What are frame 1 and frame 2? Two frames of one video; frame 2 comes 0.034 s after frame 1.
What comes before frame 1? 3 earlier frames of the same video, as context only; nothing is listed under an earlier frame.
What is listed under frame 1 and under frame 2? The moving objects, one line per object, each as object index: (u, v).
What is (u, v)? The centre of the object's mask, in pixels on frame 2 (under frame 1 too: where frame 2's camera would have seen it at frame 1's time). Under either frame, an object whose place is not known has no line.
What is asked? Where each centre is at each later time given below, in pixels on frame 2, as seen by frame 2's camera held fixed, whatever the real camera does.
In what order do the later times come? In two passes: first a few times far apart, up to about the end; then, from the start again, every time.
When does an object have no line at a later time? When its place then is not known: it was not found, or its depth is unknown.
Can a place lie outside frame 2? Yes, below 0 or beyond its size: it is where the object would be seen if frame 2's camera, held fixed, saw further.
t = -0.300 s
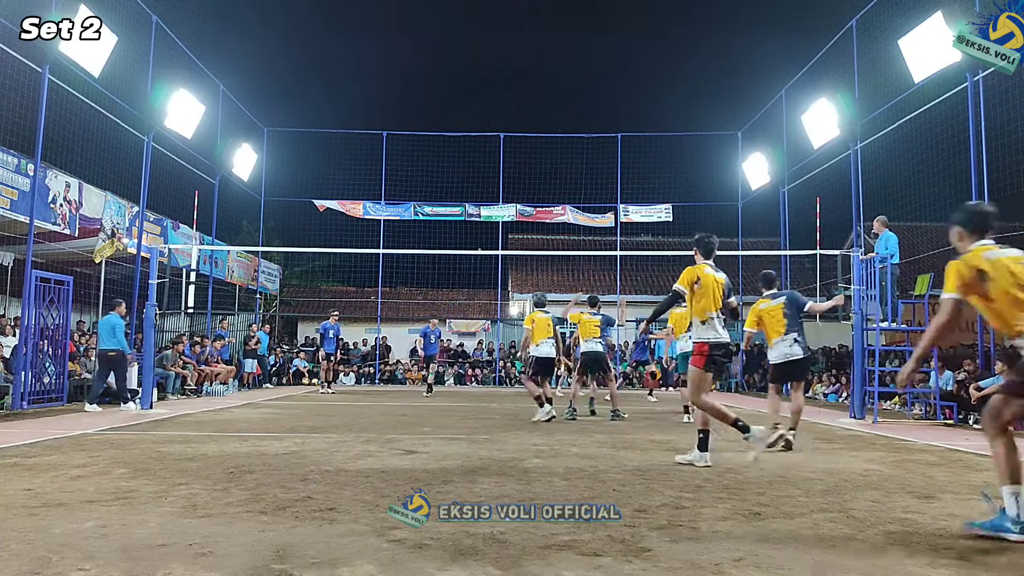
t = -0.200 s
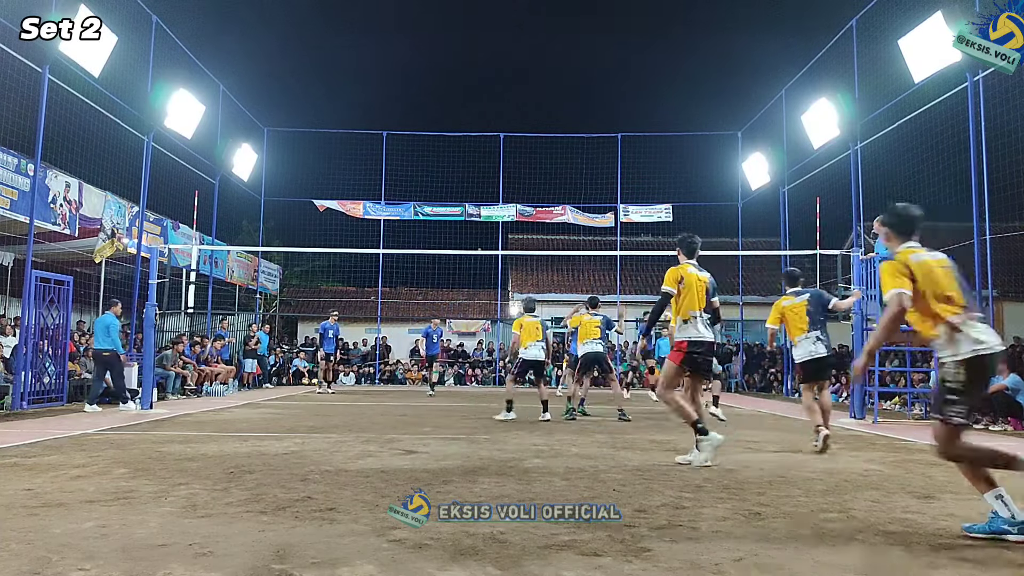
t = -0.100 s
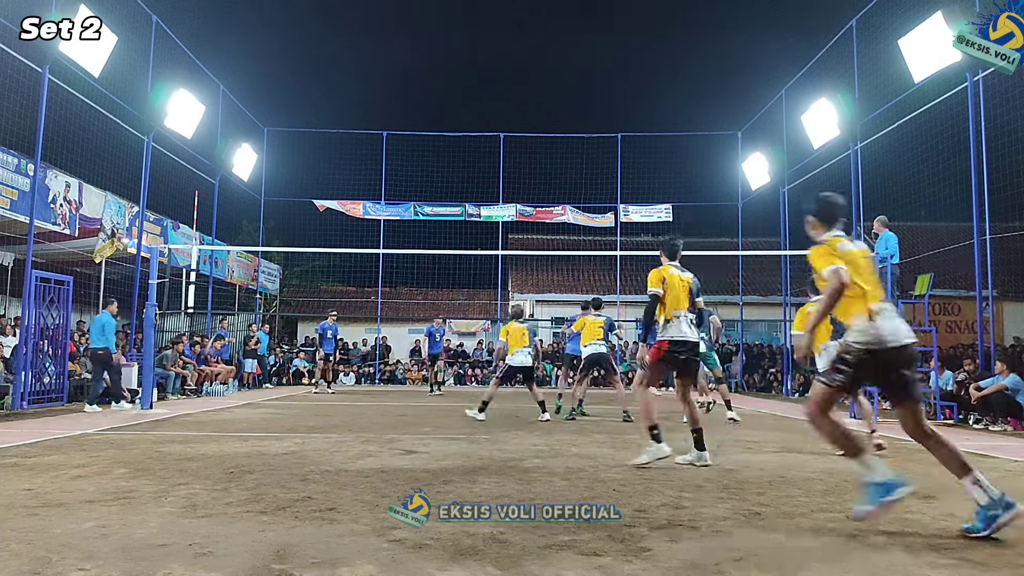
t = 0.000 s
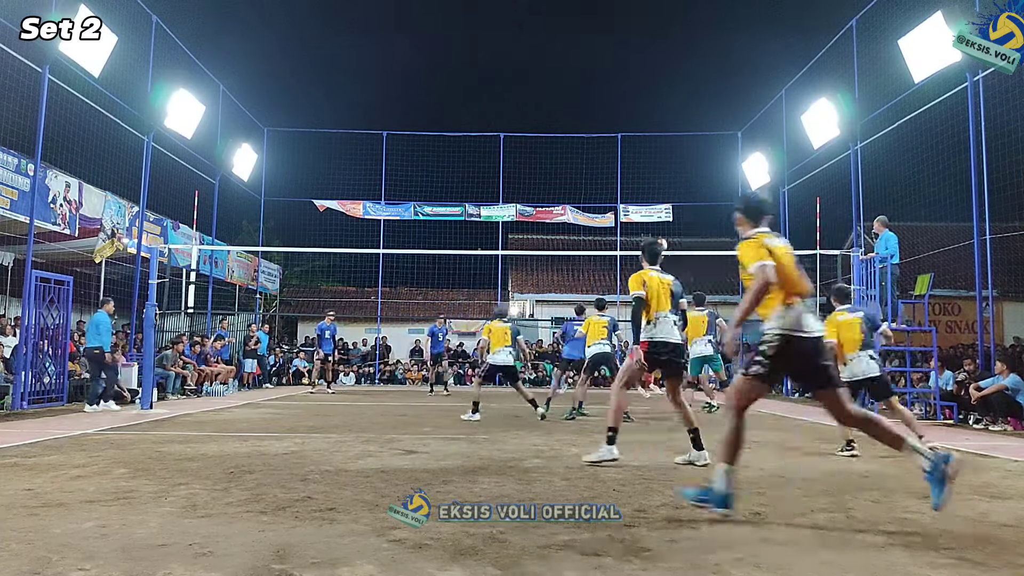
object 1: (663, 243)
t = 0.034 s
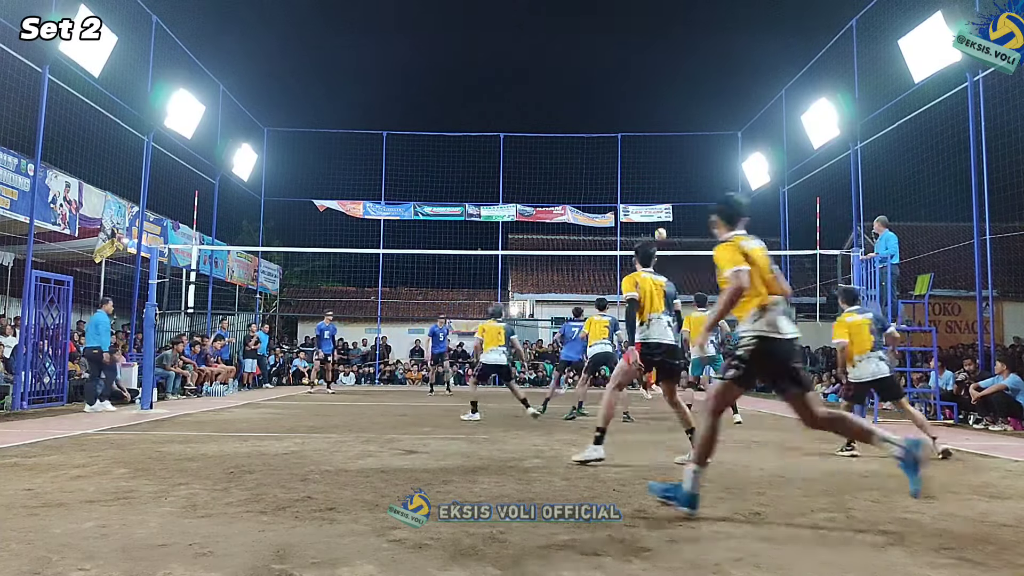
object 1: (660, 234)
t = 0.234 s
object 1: (654, 181)
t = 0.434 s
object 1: (647, 145)
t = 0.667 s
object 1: (638, 128)
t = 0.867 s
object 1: (630, 134)
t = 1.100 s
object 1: (620, 168)
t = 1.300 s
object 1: (613, 221)
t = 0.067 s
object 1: (659, 225)
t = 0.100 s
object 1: (658, 214)
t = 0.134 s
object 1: (658, 204)
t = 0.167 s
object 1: (656, 196)
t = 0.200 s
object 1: (655, 188)
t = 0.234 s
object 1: (654, 181)
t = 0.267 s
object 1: (653, 173)
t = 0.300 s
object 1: (652, 167)
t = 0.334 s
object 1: (651, 161)
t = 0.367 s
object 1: (650, 155)
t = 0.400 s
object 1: (648, 150)
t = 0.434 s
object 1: (647, 145)
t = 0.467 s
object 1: (646, 141)
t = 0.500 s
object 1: (645, 138)
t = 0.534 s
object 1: (644, 135)
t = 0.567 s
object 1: (642, 132)
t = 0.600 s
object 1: (641, 130)
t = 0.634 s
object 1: (640, 129)
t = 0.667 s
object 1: (638, 128)
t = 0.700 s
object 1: (637, 128)
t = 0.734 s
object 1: (636, 128)
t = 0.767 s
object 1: (634, 129)
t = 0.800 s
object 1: (633, 130)
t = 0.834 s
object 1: (631, 132)
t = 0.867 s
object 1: (630, 134)
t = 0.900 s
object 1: (629, 138)
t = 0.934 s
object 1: (627, 142)
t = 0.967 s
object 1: (626, 146)
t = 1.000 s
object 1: (625, 150)
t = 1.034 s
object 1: (623, 156)
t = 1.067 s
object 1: (622, 162)
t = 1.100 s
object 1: (620, 168)
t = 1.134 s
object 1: (619, 176)
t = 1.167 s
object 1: (617, 184)
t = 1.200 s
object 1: (616, 192)
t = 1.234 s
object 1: (614, 201)
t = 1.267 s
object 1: (613, 210)
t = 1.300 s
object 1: (613, 221)
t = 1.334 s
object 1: (611, 232)
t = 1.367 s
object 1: (609, 243)
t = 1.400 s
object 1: (608, 256)
